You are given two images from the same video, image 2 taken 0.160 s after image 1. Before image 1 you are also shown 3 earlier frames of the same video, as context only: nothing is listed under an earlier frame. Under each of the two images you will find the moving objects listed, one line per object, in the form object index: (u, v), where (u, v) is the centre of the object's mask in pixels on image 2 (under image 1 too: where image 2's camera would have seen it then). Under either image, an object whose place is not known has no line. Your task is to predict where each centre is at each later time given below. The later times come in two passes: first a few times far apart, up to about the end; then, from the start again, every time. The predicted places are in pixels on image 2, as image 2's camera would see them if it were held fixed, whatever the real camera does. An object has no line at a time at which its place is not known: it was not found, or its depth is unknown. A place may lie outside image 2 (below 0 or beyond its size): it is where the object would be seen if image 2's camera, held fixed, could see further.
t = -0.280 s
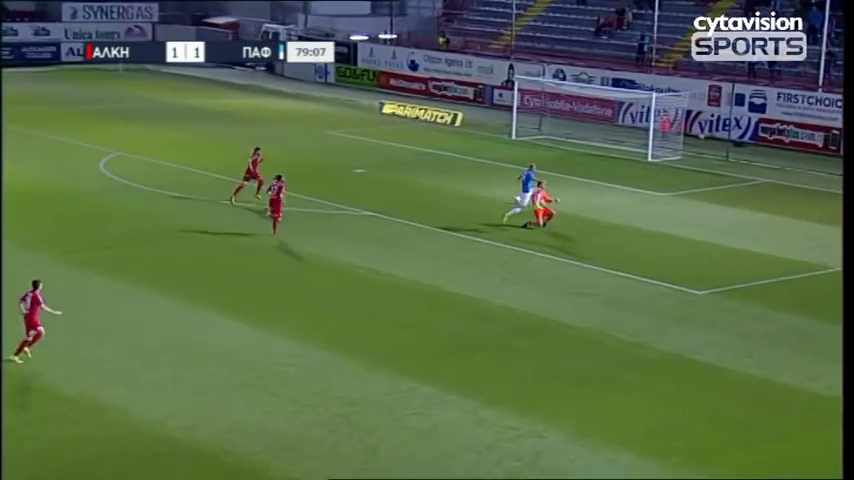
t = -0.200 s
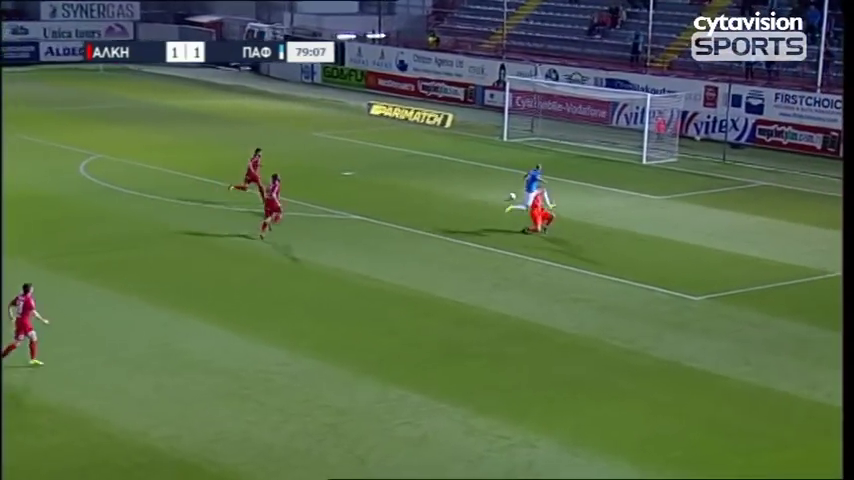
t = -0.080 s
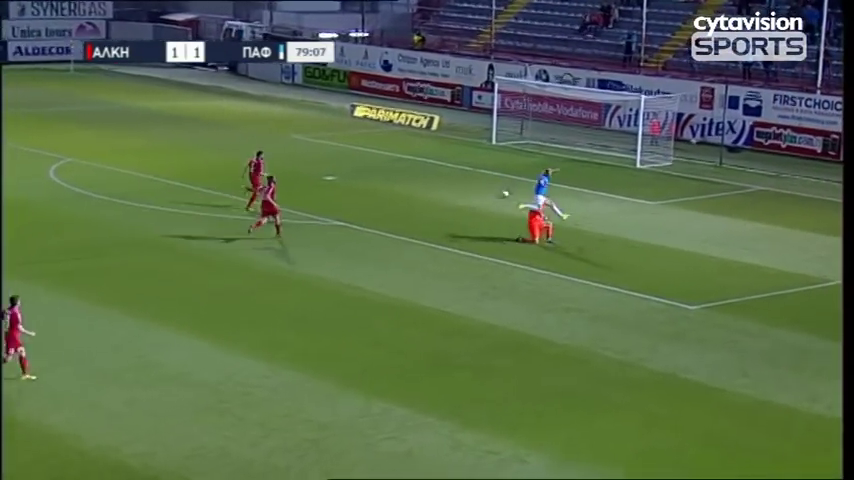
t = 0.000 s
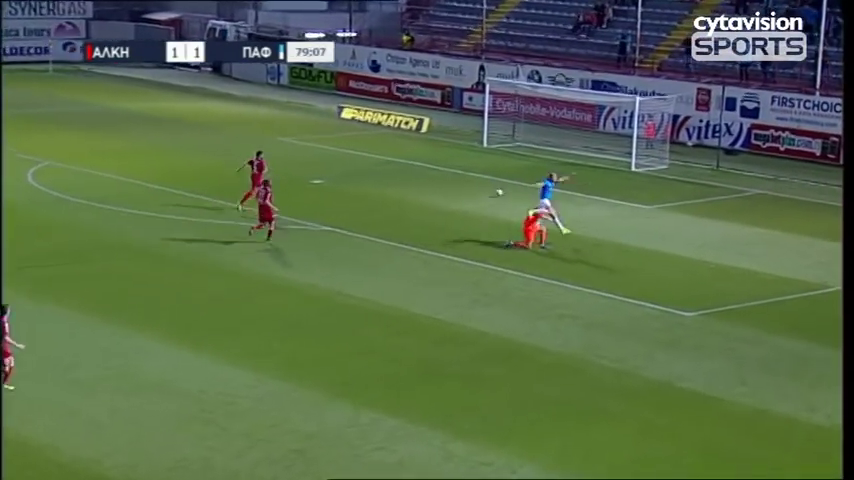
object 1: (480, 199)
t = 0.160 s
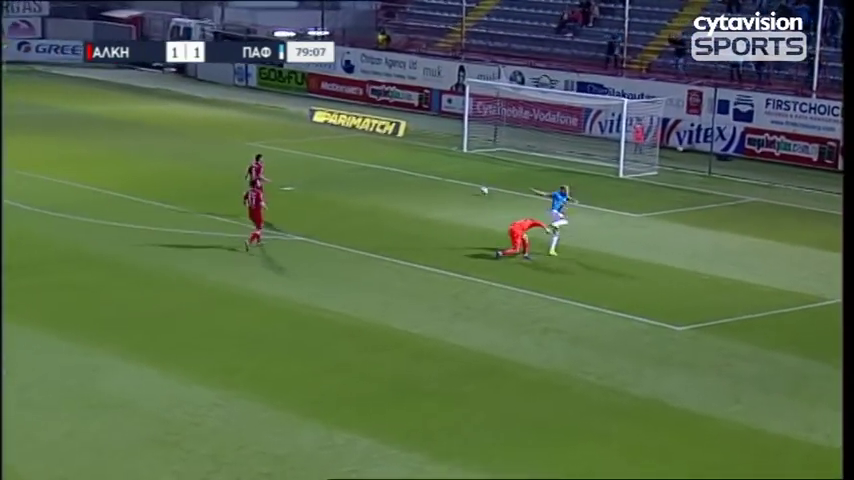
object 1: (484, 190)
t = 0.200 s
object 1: (486, 187)
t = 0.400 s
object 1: (491, 182)
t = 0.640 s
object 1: (499, 173)
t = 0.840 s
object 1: (503, 167)
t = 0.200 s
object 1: (486, 187)
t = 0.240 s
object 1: (487, 186)
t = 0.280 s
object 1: (487, 186)
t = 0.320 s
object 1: (488, 185)
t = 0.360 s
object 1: (490, 183)
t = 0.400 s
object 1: (491, 182)
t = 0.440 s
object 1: (492, 180)
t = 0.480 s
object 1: (493, 180)
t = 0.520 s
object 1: (495, 178)
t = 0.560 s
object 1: (496, 176)
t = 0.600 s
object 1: (498, 174)
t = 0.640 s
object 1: (499, 173)
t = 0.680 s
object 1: (499, 172)
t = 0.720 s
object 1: (501, 171)
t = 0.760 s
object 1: (502, 169)
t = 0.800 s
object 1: (503, 168)
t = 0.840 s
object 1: (503, 167)
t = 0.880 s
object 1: (504, 166)
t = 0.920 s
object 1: (504, 165)
